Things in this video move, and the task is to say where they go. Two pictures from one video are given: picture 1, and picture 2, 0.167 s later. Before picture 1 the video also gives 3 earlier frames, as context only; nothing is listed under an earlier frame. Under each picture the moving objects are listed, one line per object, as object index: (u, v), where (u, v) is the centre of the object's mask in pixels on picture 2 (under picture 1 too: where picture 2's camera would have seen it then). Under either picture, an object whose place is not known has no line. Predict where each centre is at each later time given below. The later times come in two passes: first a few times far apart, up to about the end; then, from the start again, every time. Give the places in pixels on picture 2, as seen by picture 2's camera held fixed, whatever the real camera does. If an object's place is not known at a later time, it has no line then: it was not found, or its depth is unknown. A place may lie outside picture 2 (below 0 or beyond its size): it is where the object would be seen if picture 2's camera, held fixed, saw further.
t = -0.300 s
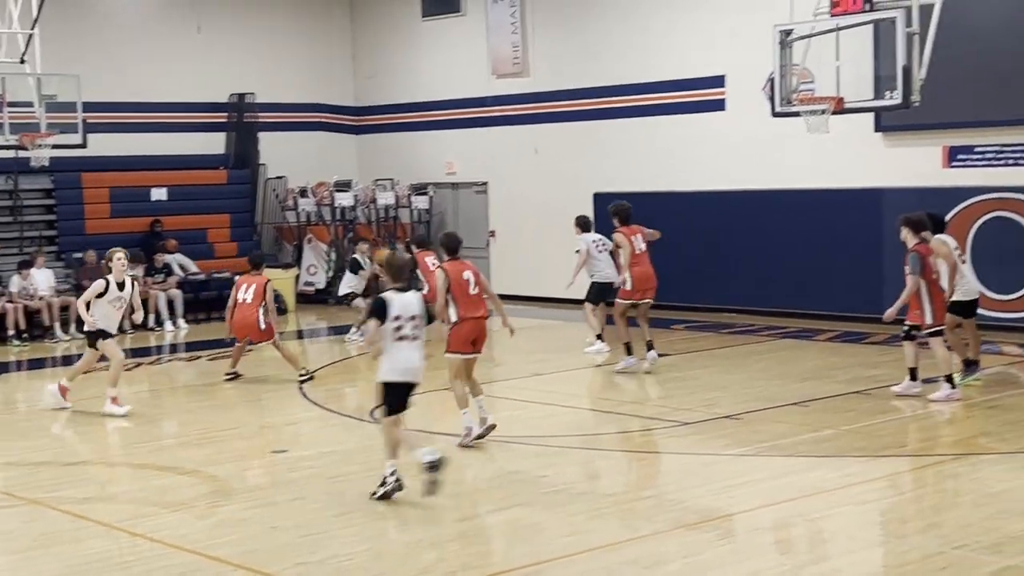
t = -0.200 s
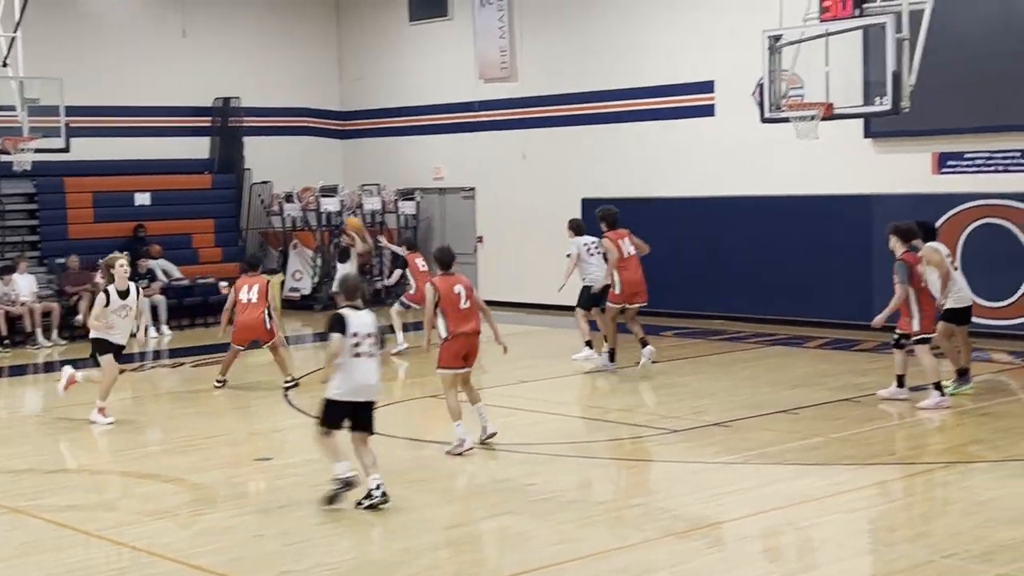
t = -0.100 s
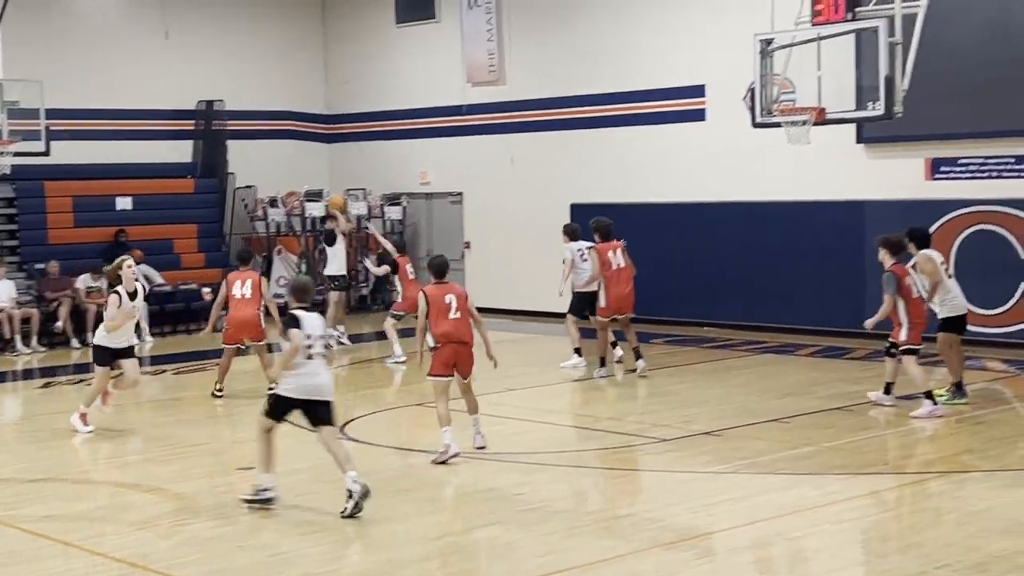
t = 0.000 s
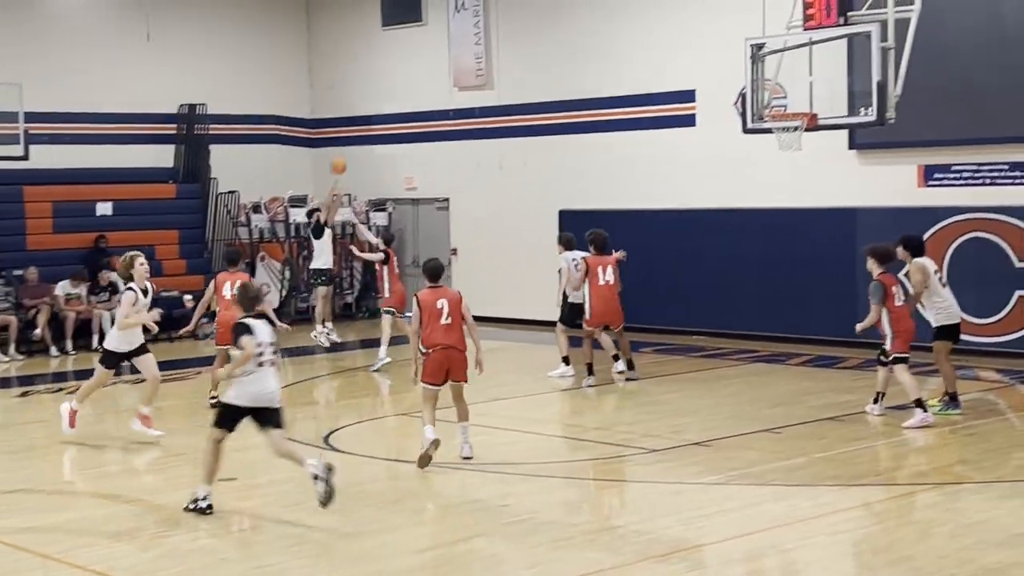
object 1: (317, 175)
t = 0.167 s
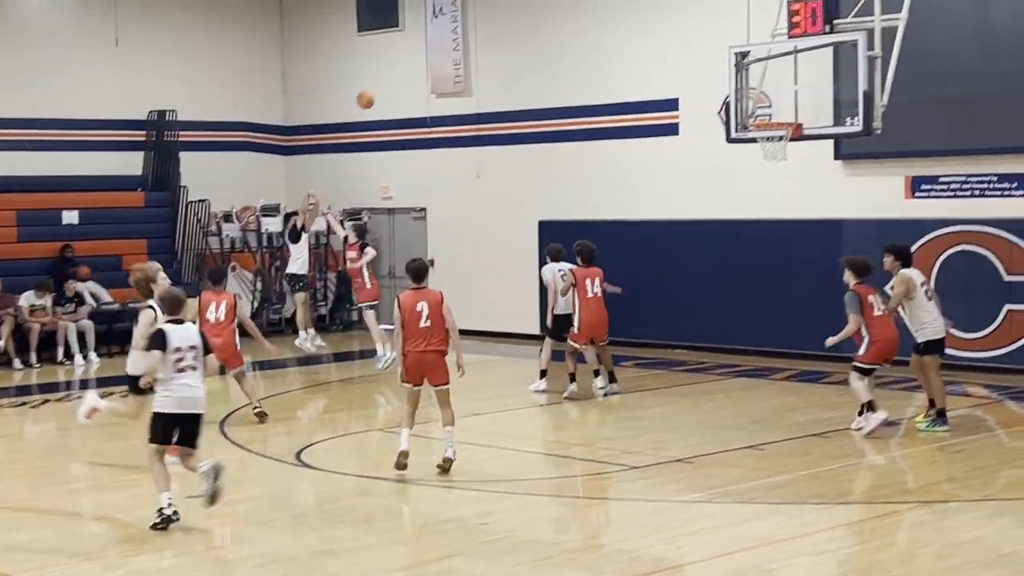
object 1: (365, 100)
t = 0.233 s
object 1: (386, 74)
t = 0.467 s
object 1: (464, 12)
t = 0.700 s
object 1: (549, -12)
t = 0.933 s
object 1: (640, 13)
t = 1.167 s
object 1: (740, 86)
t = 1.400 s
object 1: (781, 185)
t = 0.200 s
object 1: (376, 87)
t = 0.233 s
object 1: (386, 74)
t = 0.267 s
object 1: (398, 62)
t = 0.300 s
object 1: (407, 53)
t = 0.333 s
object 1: (418, 43)
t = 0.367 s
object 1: (429, 35)
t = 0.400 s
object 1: (441, 26)
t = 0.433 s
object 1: (452, 19)
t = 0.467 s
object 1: (464, 12)
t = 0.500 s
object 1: (476, 6)
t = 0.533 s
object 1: (487, -1)
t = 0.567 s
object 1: (499, -4)
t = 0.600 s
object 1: (511, -7)
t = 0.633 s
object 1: (525, -10)
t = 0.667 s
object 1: (536, -11)
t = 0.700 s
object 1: (549, -12)
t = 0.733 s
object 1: (563, -11)
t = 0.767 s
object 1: (575, -9)
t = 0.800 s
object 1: (587, -6)
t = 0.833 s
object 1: (600, -5)
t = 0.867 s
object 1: (613, 0)
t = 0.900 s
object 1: (626, 6)
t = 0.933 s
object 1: (640, 13)
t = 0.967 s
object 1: (654, 19)
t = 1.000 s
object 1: (668, 28)
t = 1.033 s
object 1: (681, 38)
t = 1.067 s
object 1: (695, 49)
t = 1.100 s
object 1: (710, 60)
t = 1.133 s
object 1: (725, 73)
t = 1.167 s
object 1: (740, 86)
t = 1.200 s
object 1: (755, 102)
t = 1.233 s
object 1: (771, 115)
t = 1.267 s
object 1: (782, 135)
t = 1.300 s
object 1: (784, 149)
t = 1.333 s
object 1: (783, 161)
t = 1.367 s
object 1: (782, 172)
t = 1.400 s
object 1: (781, 185)
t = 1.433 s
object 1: (781, 200)
